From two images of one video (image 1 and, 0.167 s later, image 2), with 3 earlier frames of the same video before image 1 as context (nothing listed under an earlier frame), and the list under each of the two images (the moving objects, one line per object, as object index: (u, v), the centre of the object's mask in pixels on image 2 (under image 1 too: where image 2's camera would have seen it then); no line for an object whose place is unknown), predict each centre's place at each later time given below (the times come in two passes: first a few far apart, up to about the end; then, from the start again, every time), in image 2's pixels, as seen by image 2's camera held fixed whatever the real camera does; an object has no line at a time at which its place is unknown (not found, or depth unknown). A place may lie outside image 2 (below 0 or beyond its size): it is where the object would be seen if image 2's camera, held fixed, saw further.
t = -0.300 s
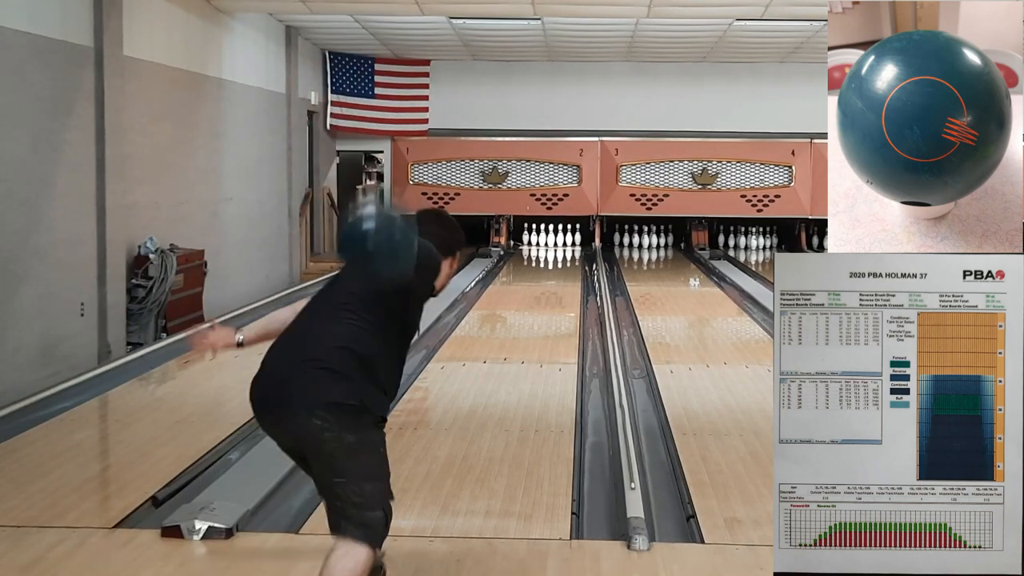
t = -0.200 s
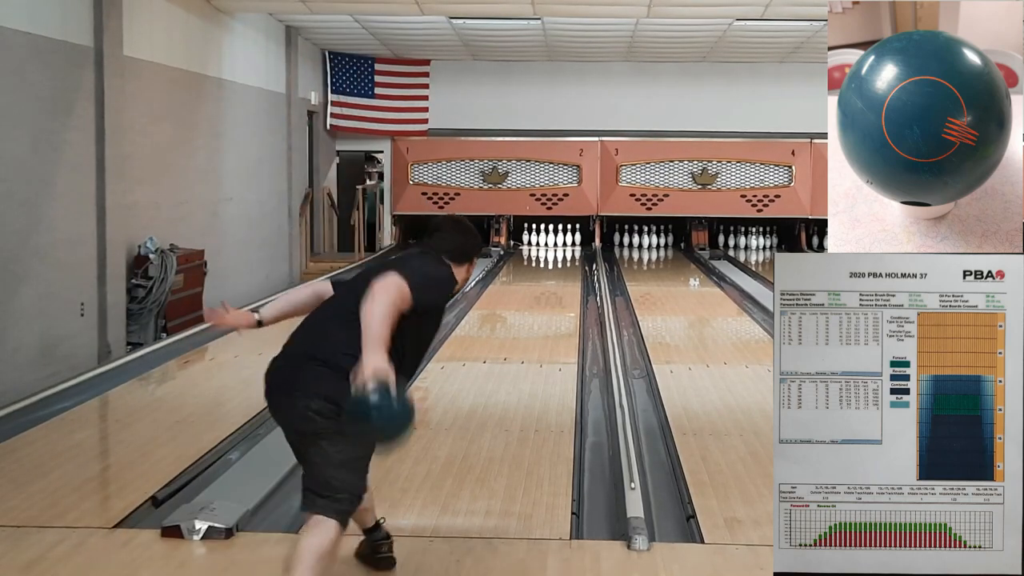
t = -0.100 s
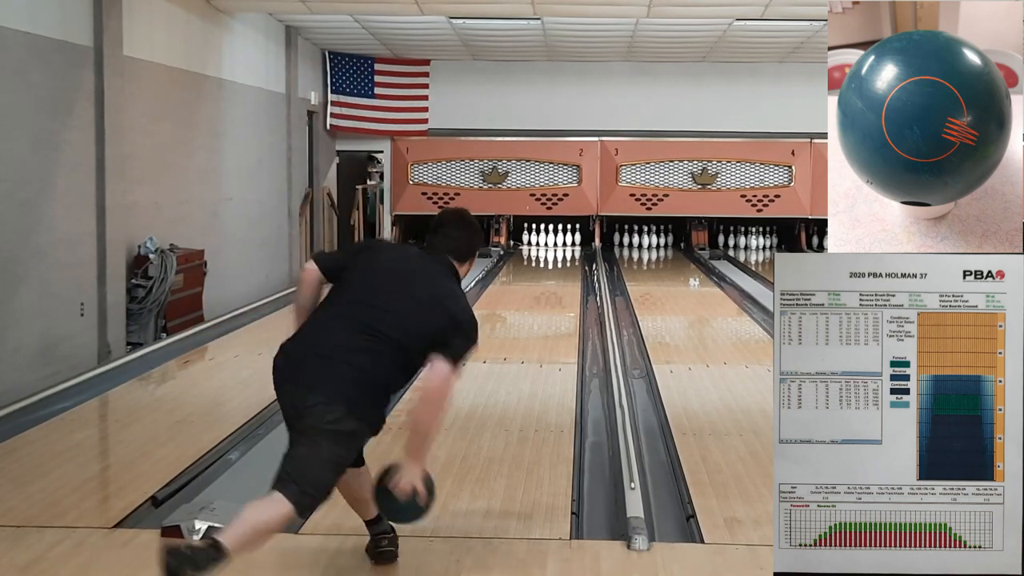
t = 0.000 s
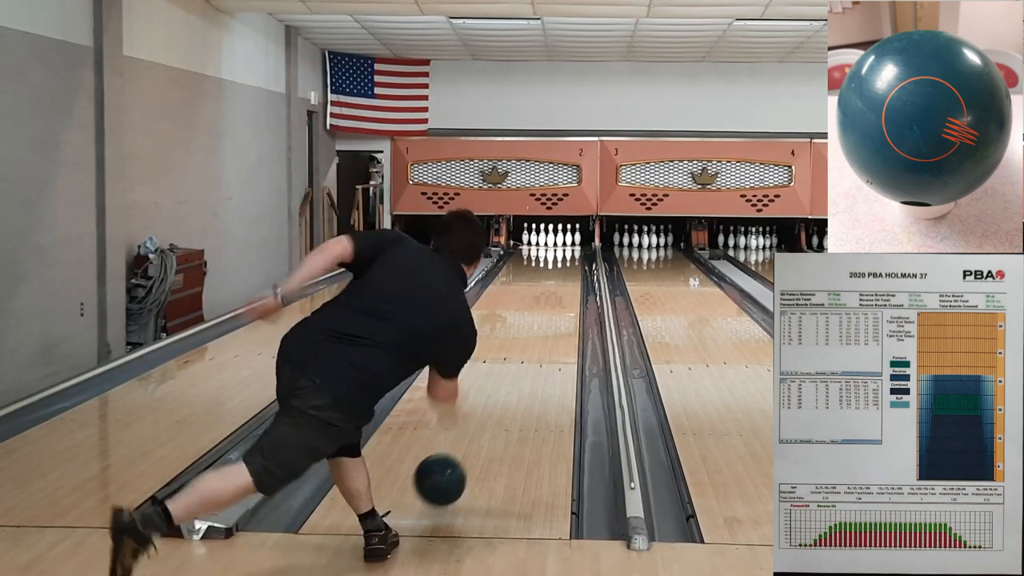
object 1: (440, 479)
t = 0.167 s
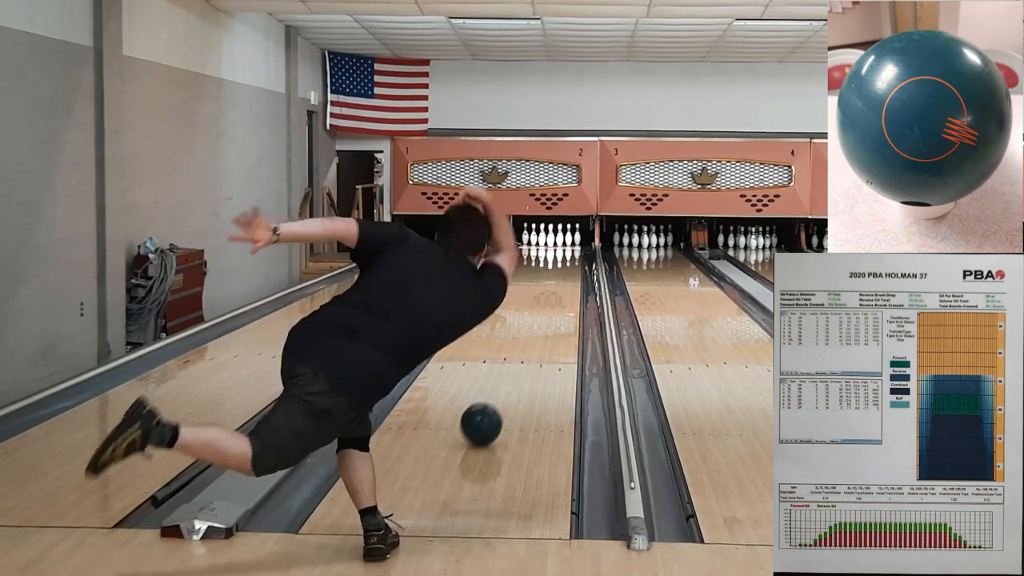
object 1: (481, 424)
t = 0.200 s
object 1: (487, 414)
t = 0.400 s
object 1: (516, 365)
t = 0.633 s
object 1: (538, 328)
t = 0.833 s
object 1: (550, 306)
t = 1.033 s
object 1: (559, 290)
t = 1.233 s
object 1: (566, 277)
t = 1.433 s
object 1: (570, 266)
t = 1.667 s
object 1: (569, 257)
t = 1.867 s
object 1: (564, 250)
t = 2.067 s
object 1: (557, 244)
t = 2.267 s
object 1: (553, 240)
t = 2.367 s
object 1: (553, 239)
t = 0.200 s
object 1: (487, 414)
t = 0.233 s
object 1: (493, 404)
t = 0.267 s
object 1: (498, 395)
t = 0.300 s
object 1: (503, 387)
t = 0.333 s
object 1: (508, 379)
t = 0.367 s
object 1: (512, 372)
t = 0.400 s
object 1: (516, 365)
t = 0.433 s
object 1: (520, 359)
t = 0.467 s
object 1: (523, 353)
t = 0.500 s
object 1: (526, 347)
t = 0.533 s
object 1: (530, 342)
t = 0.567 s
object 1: (532, 337)
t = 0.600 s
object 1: (535, 333)
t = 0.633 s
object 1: (538, 328)
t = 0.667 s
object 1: (540, 324)
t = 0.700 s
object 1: (542, 320)
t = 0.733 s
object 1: (544, 317)
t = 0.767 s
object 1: (546, 313)
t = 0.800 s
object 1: (548, 309)
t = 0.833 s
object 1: (550, 306)
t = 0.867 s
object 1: (552, 303)
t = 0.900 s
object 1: (553, 300)
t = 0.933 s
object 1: (555, 297)
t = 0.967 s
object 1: (556, 294)
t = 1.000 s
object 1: (558, 292)
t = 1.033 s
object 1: (559, 290)
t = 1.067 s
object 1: (560, 287)
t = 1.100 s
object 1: (562, 284)
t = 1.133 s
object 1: (563, 282)
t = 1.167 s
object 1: (564, 281)
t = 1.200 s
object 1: (565, 279)
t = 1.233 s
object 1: (566, 277)
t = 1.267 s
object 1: (567, 275)
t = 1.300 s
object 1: (568, 273)
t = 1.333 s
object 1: (568, 271)
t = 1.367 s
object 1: (568, 270)
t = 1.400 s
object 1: (569, 268)
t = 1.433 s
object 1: (570, 266)
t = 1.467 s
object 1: (570, 265)
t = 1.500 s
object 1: (570, 263)
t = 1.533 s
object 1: (570, 262)
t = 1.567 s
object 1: (570, 261)
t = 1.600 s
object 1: (570, 259)
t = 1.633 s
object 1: (570, 258)
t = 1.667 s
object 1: (569, 257)
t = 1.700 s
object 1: (568, 255)
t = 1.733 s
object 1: (568, 254)
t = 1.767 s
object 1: (567, 253)
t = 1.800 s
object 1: (566, 252)
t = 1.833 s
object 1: (565, 251)
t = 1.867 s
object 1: (564, 250)
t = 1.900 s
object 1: (563, 249)
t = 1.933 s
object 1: (562, 248)
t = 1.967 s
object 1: (561, 247)
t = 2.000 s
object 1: (559, 246)
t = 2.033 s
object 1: (559, 245)
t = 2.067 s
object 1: (557, 244)
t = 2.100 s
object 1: (557, 244)
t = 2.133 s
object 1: (556, 243)
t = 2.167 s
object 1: (554, 242)
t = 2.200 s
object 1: (553, 241)
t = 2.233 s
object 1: (554, 240)
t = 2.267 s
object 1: (553, 240)
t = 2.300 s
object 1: (553, 239)
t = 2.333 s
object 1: (553, 239)
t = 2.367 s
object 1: (553, 239)
